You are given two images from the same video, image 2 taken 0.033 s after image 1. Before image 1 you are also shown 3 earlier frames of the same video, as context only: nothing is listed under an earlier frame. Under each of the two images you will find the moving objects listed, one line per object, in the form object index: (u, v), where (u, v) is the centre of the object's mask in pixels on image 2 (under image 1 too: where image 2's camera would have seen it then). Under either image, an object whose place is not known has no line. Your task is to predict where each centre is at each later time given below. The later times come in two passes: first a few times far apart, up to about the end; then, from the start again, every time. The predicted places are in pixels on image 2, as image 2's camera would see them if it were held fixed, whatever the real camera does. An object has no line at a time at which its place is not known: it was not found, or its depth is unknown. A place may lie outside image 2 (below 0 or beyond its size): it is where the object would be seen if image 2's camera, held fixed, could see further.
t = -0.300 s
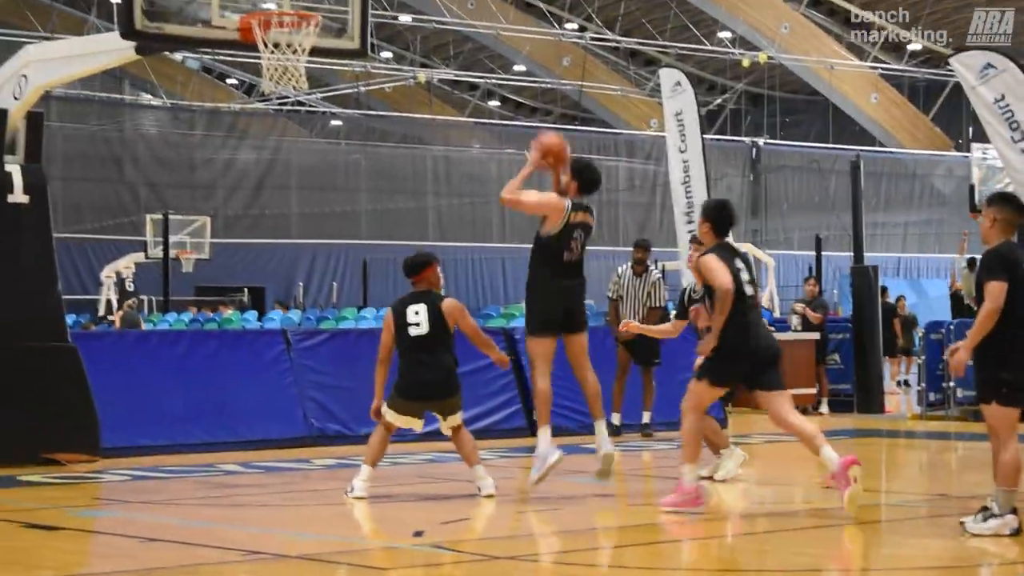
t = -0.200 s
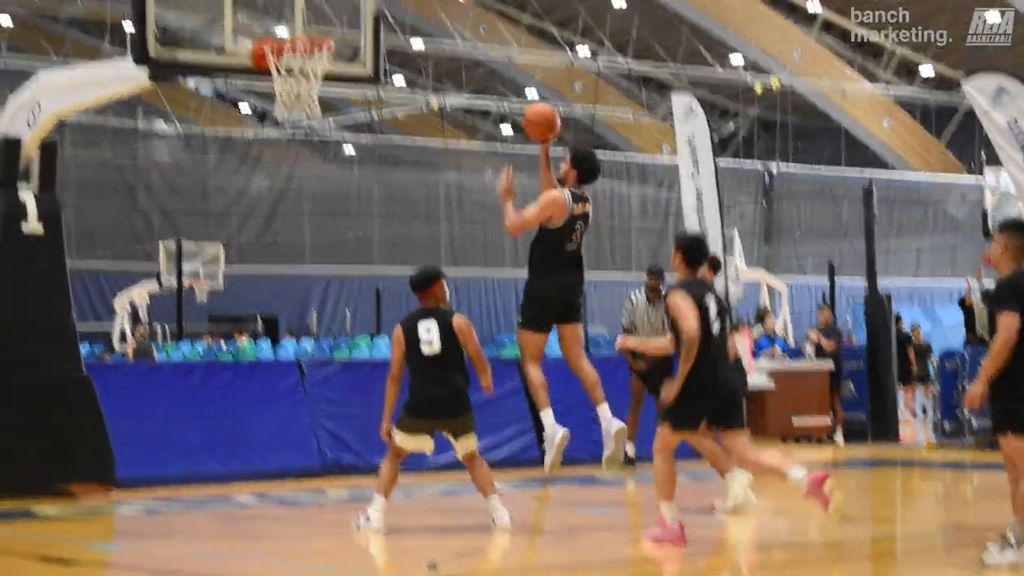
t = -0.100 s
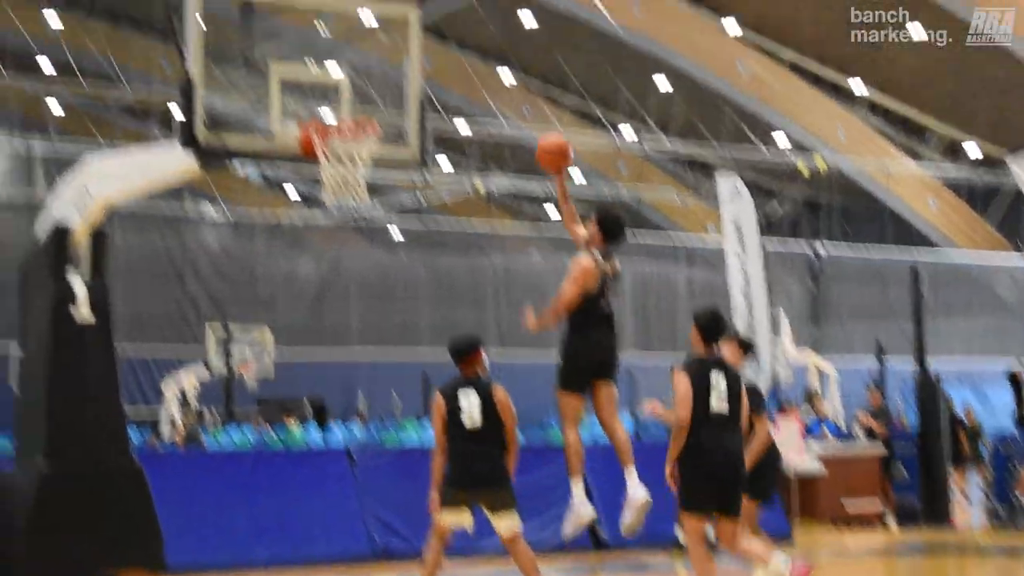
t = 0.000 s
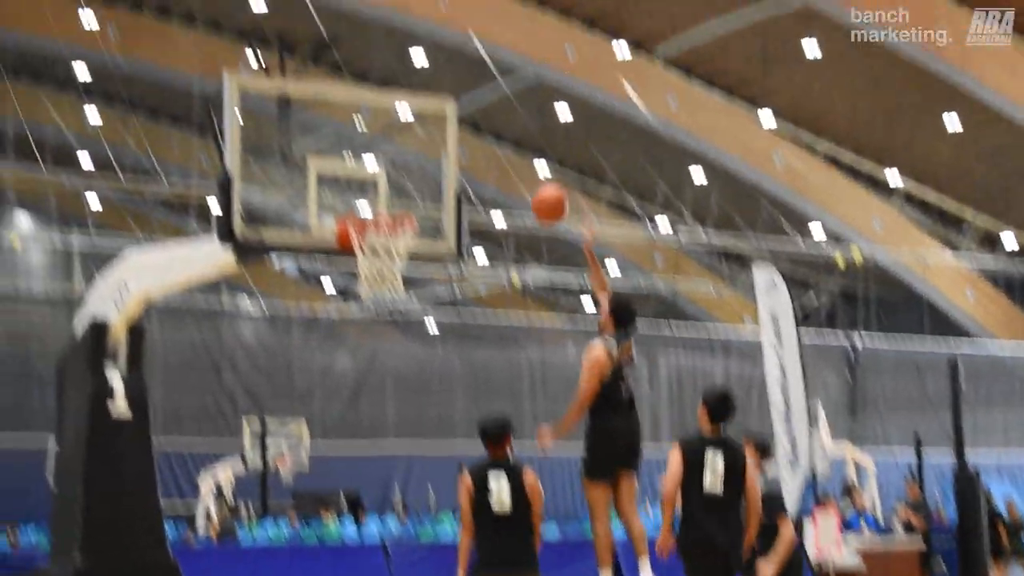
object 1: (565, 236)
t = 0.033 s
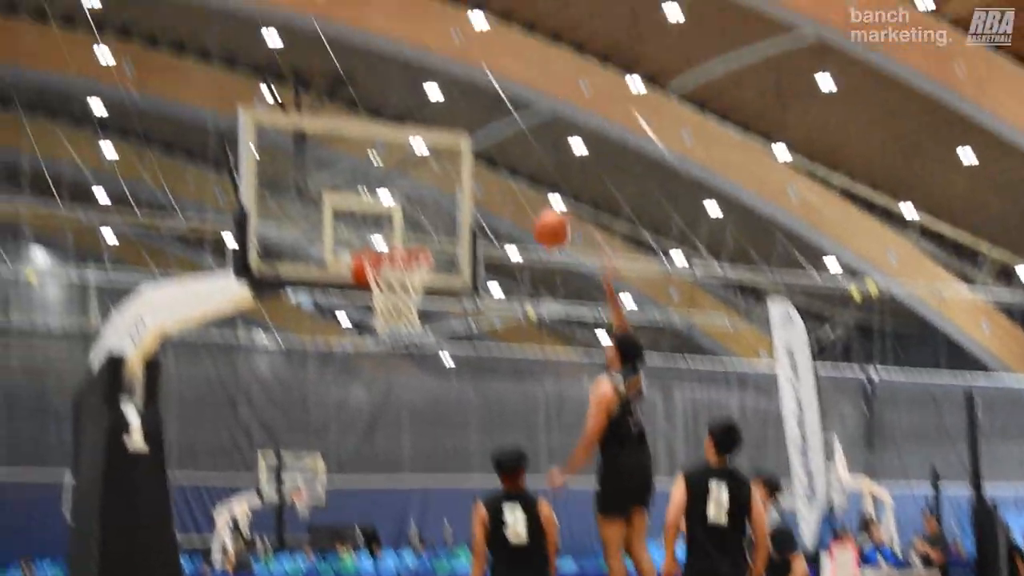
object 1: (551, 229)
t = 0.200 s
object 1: (492, 212)
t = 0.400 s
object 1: (420, 243)
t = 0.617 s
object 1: (370, 292)
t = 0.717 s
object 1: (371, 299)
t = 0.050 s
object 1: (544, 225)
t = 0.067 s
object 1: (539, 222)
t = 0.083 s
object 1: (532, 219)
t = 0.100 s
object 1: (527, 217)
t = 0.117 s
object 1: (521, 215)
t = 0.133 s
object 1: (515, 214)
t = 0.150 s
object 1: (509, 213)
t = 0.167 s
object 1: (504, 212)
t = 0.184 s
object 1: (498, 212)
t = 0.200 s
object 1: (492, 212)
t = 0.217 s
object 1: (486, 213)
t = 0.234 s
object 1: (479, 214)
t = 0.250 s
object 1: (473, 215)
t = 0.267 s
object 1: (467, 217)
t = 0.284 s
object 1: (460, 219)
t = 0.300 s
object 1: (454, 221)
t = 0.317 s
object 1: (448, 224)
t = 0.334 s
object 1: (443, 227)
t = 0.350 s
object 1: (437, 231)
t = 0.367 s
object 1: (431, 235)
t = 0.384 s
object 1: (425, 241)
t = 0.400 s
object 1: (420, 243)
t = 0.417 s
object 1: (415, 248)
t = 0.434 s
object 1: (411, 245)
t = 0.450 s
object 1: (407, 246)
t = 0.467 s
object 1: (402, 247)
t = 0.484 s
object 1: (399, 260)
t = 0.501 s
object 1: (391, 267)
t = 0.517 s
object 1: (386, 272)
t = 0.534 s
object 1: (382, 279)
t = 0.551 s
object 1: (377, 282)
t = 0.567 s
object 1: (374, 286)
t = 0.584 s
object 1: (373, 291)
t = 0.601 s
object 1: (371, 292)
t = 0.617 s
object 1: (370, 292)
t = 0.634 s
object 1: (369, 293)
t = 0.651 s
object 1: (369, 294)
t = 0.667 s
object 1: (369, 296)
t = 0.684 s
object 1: (369, 297)
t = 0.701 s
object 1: (368, 297)
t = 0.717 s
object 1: (371, 299)
